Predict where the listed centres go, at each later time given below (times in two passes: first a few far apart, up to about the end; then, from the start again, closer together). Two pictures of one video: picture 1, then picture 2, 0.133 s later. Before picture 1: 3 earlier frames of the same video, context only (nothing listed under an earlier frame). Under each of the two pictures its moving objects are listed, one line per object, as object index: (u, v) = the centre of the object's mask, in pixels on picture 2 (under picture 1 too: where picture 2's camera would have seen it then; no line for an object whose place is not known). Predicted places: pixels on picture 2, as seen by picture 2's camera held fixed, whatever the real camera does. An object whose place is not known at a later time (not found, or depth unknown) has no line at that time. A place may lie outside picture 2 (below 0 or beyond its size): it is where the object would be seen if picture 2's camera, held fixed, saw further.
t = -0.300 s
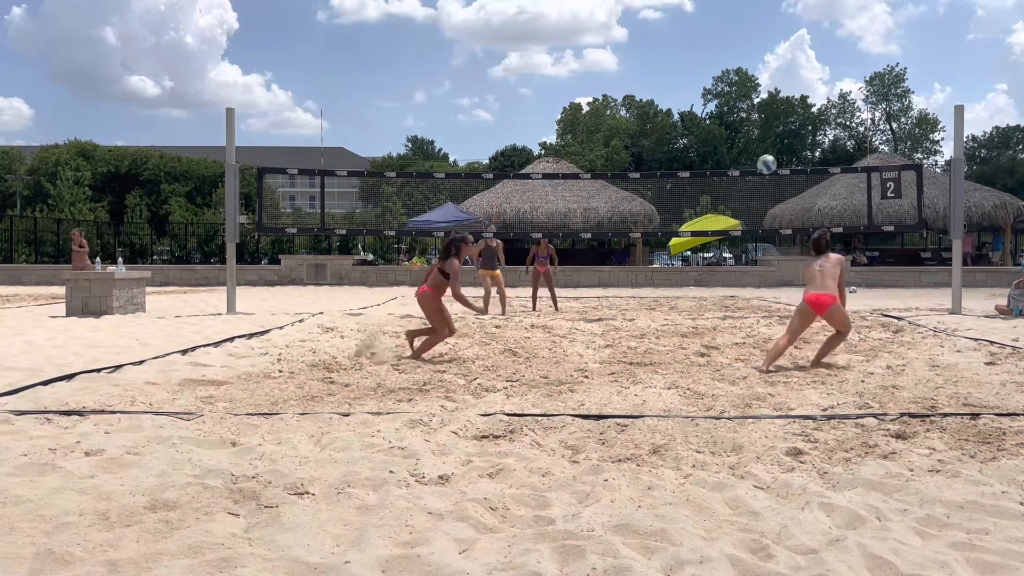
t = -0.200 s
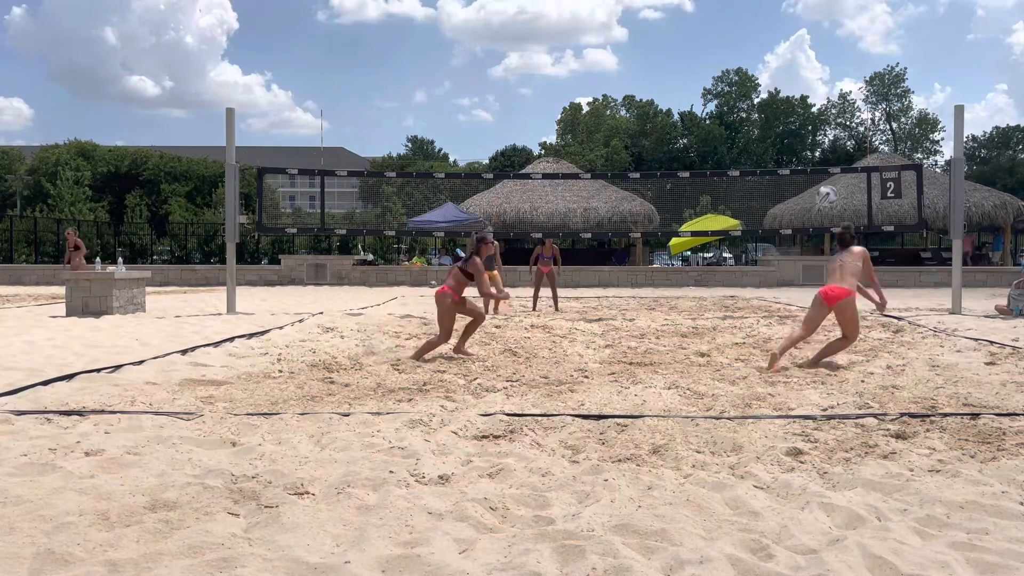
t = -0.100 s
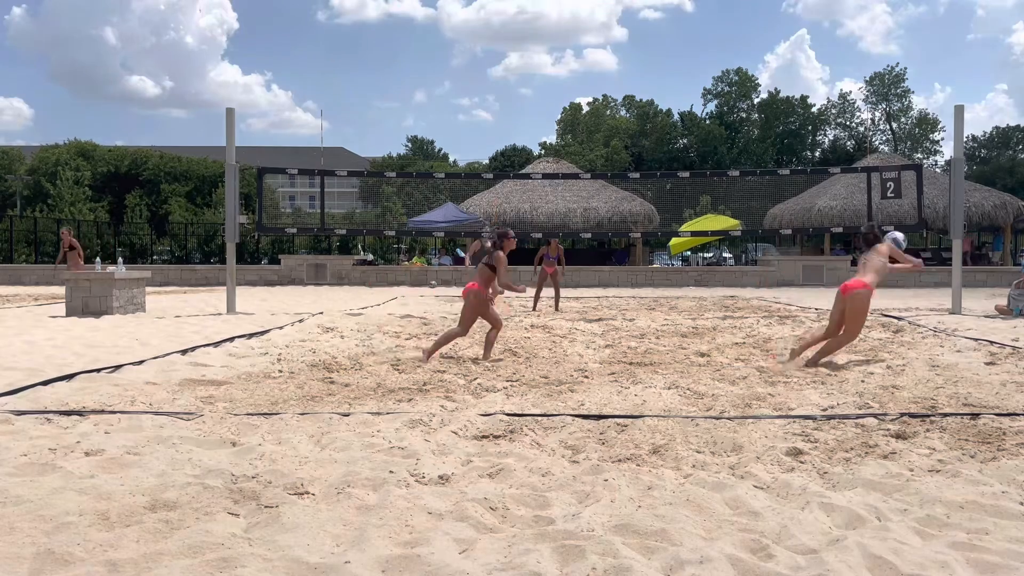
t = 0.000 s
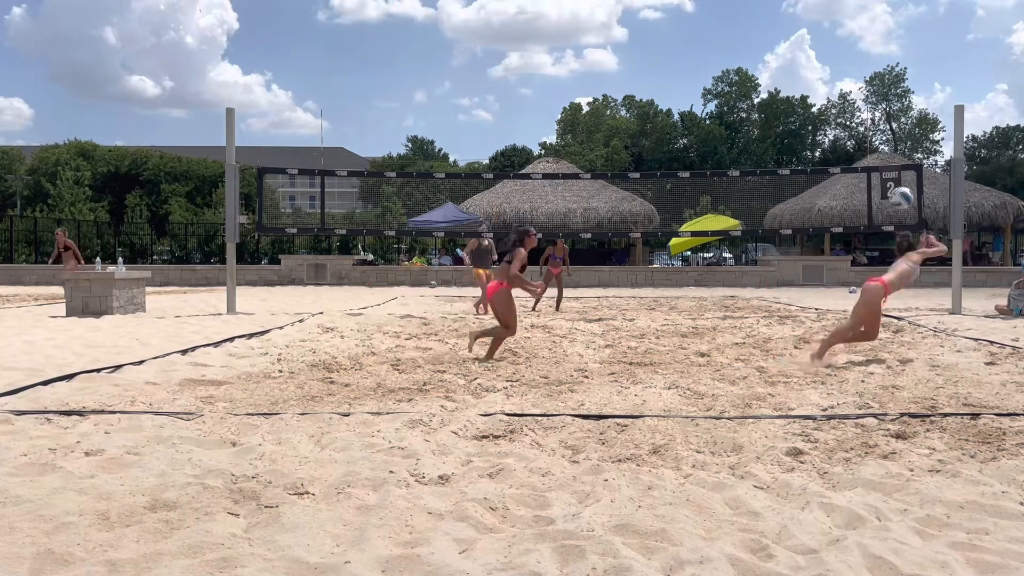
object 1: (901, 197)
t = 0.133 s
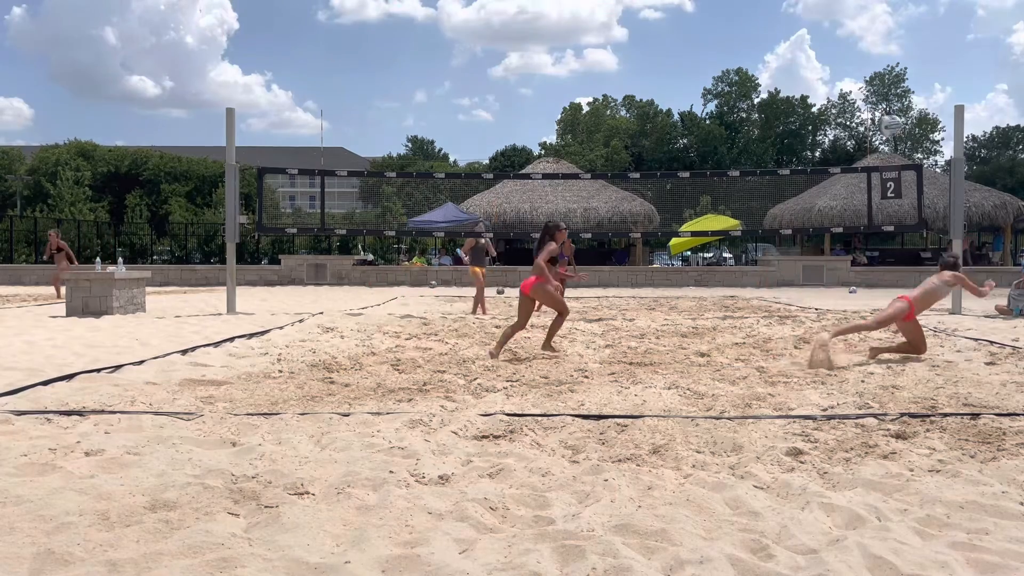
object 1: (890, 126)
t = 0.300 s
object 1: (874, 62)
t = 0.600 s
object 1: (845, 17)
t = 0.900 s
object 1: (813, 62)
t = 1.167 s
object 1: (784, 176)
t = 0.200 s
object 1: (883, 96)
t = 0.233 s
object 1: (880, 83)
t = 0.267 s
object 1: (877, 73)
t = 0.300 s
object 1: (874, 62)
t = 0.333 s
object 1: (871, 52)
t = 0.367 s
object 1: (868, 44)
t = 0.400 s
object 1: (865, 36)
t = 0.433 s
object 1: (861, 31)
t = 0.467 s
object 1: (858, 26)
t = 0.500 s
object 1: (855, 22)
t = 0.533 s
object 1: (851, 19)
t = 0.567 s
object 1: (848, 18)
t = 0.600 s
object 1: (845, 17)
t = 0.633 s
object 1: (841, 18)
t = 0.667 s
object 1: (838, 20)
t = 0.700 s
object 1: (834, 22)
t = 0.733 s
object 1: (831, 26)
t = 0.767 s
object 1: (827, 31)
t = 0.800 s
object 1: (824, 37)
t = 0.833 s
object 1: (820, 45)
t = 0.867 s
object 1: (817, 54)
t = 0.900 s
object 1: (813, 62)
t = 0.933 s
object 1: (810, 73)
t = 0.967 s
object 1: (806, 85)
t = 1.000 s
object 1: (803, 98)
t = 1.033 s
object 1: (799, 111)
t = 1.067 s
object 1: (795, 126)
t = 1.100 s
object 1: (791, 142)
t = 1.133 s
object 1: (787, 158)
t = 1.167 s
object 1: (784, 176)
